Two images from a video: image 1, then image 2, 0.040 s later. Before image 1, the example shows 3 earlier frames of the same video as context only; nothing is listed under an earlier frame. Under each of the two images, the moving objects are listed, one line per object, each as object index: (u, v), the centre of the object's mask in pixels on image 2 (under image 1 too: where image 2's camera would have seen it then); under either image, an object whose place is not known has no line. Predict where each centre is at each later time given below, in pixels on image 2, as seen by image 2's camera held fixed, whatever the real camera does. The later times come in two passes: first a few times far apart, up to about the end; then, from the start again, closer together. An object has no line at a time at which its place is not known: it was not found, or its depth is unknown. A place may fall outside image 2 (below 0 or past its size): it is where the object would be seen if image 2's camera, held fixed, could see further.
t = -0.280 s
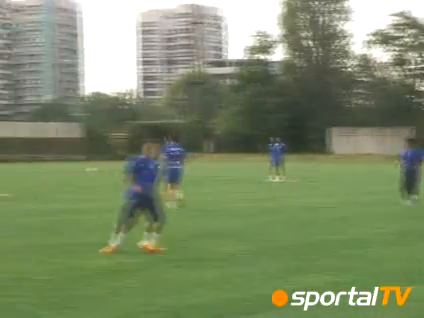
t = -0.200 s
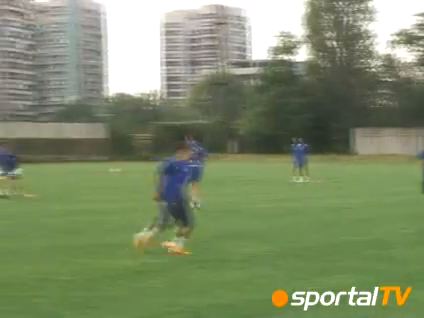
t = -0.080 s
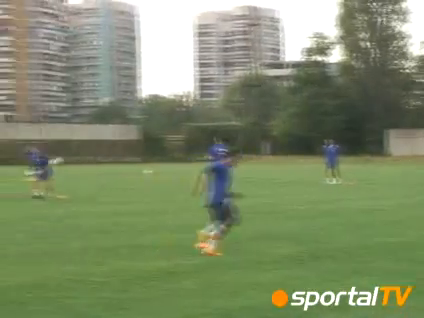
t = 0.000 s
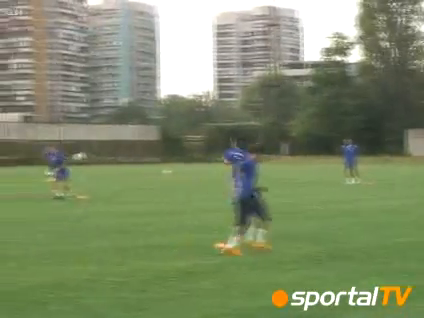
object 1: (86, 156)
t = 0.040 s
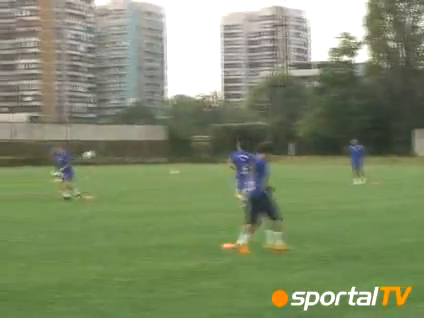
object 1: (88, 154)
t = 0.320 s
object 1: (105, 159)
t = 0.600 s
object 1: (122, 195)
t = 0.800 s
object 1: (131, 187)
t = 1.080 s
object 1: (144, 182)
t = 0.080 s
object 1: (91, 154)
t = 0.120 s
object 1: (93, 153)
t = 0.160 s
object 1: (95, 153)
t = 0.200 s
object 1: (98, 153)
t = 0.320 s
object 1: (105, 159)
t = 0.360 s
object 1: (107, 162)
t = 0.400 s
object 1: (109, 165)
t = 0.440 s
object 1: (111, 169)
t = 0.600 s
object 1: (122, 195)
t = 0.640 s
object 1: (124, 202)
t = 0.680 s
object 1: (126, 199)
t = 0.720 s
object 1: (127, 194)
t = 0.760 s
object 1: (129, 190)
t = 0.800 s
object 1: (131, 187)
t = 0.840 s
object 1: (133, 184)
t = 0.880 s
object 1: (135, 182)
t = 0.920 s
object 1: (137, 181)
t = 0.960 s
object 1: (139, 181)
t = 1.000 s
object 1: (140, 180)
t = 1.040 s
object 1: (142, 181)
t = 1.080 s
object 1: (144, 182)
